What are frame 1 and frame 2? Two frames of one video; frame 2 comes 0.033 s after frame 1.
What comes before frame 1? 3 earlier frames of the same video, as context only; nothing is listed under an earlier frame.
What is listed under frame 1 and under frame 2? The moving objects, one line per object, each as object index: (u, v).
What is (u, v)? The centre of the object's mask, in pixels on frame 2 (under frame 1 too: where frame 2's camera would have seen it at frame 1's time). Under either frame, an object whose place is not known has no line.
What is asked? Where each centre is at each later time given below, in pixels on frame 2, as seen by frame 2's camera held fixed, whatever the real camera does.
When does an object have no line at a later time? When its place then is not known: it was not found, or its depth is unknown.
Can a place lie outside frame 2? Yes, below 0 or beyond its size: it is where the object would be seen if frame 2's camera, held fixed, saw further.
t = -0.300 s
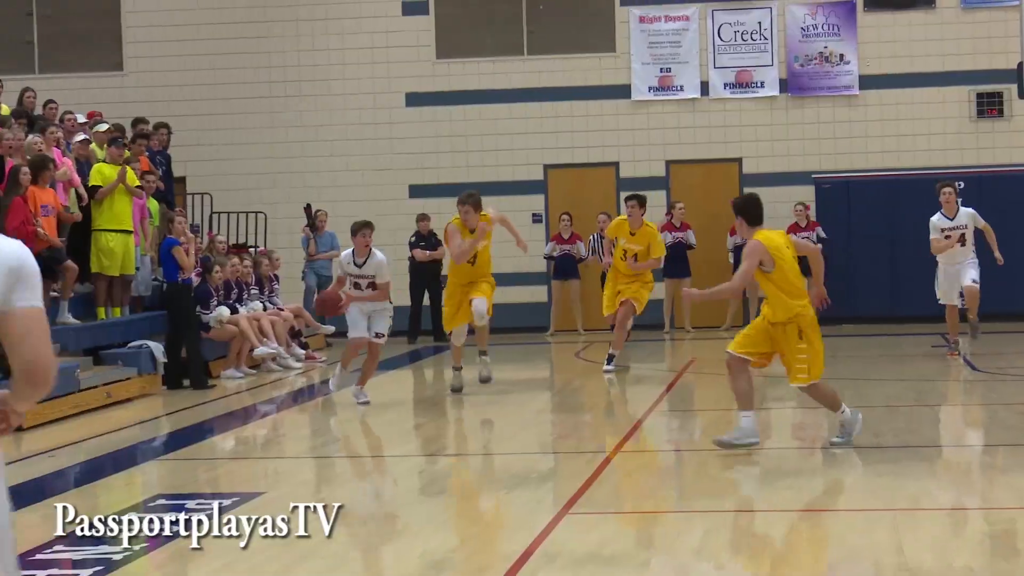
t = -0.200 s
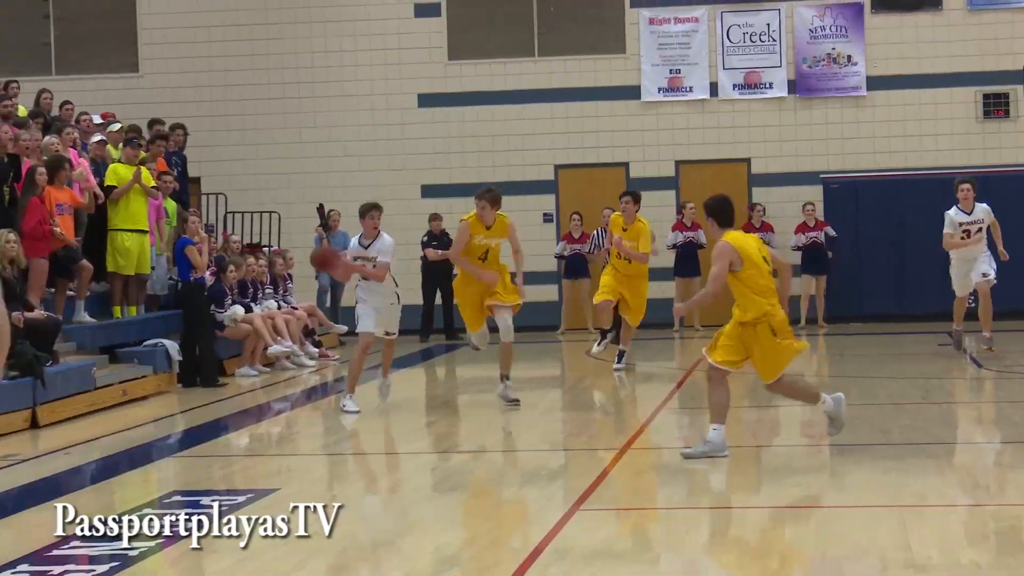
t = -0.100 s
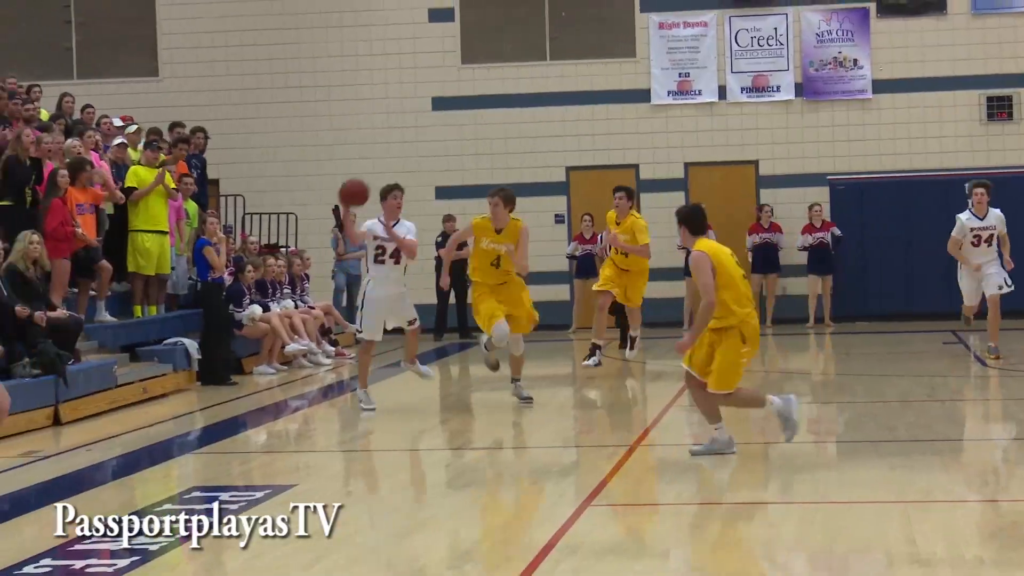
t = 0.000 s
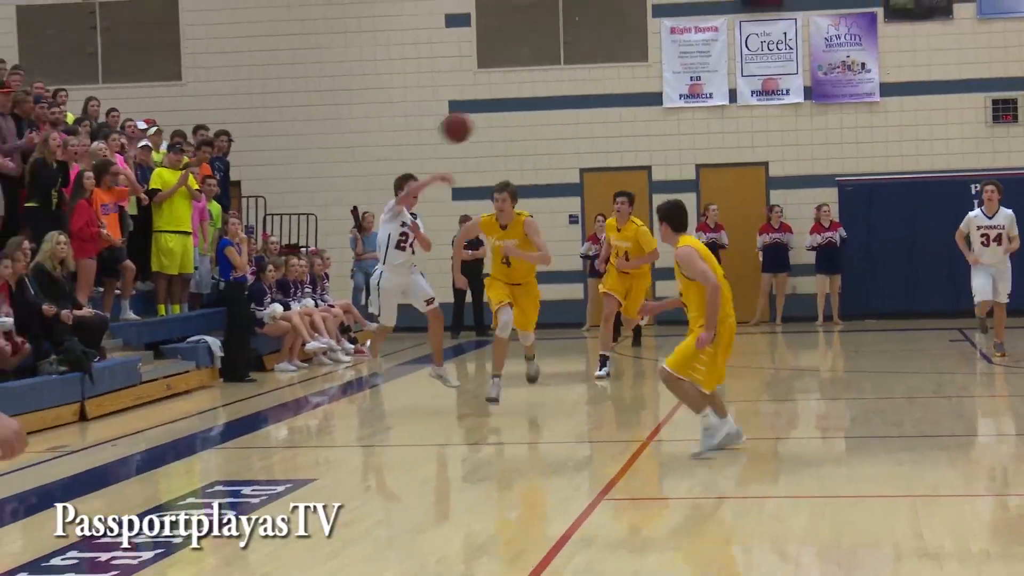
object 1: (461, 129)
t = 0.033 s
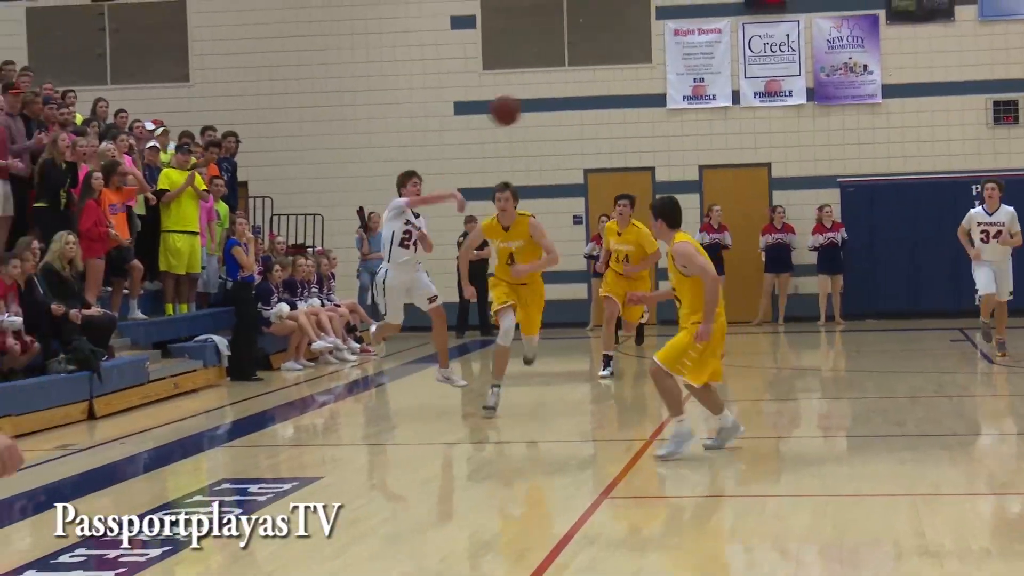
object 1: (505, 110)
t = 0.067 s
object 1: (549, 94)
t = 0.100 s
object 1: (595, 76)
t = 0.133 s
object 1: (641, 60)
